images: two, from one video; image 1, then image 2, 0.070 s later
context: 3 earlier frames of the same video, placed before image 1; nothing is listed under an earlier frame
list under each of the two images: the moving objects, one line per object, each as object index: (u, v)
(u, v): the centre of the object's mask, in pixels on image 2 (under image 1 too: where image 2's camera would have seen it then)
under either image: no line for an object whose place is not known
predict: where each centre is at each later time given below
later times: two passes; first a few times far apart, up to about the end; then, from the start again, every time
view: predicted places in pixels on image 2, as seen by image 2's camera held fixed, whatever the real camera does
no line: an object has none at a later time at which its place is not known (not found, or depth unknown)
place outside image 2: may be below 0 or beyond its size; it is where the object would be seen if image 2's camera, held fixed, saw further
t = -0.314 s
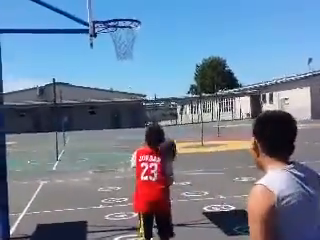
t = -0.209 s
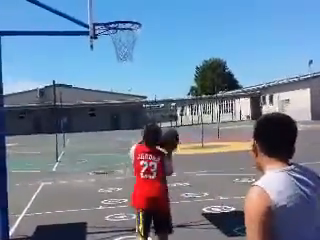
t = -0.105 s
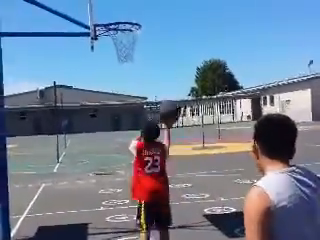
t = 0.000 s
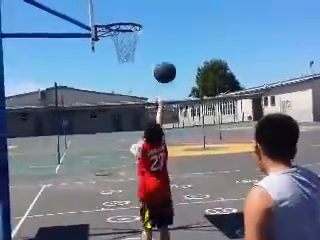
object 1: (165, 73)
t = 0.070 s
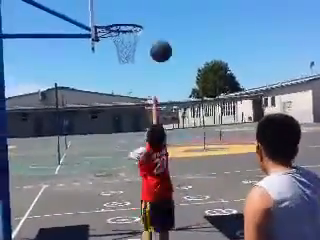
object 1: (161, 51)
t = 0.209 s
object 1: (154, 21)
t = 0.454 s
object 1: (141, 10)
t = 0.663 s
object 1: (152, 10)
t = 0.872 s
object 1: (174, 22)
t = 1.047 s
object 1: (194, 57)
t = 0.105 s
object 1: (158, 41)
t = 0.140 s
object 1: (156, 33)
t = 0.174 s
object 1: (155, 26)
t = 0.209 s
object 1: (154, 21)
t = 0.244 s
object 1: (152, 17)
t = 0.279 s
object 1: (150, 12)
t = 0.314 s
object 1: (148, 10)
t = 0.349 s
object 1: (145, 7)
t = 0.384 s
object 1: (144, 7)
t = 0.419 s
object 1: (143, 8)
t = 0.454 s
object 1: (141, 10)
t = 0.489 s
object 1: (140, 12)
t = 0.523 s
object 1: (139, 16)
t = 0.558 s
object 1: (141, 16)
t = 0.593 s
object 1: (145, 13)
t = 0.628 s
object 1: (148, 12)
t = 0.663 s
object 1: (152, 10)
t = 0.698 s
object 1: (156, 10)
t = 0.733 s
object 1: (159, 11)
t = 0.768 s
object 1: (163, 13)
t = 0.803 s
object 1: (167, 15)
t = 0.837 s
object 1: (170, 18)
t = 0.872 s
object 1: (174, 22)
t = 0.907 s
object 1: (178, 28)
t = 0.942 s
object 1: (182, 34)
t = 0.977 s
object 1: (186, 41)
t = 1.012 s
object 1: (190, 48)
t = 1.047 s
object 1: (194, 57)
